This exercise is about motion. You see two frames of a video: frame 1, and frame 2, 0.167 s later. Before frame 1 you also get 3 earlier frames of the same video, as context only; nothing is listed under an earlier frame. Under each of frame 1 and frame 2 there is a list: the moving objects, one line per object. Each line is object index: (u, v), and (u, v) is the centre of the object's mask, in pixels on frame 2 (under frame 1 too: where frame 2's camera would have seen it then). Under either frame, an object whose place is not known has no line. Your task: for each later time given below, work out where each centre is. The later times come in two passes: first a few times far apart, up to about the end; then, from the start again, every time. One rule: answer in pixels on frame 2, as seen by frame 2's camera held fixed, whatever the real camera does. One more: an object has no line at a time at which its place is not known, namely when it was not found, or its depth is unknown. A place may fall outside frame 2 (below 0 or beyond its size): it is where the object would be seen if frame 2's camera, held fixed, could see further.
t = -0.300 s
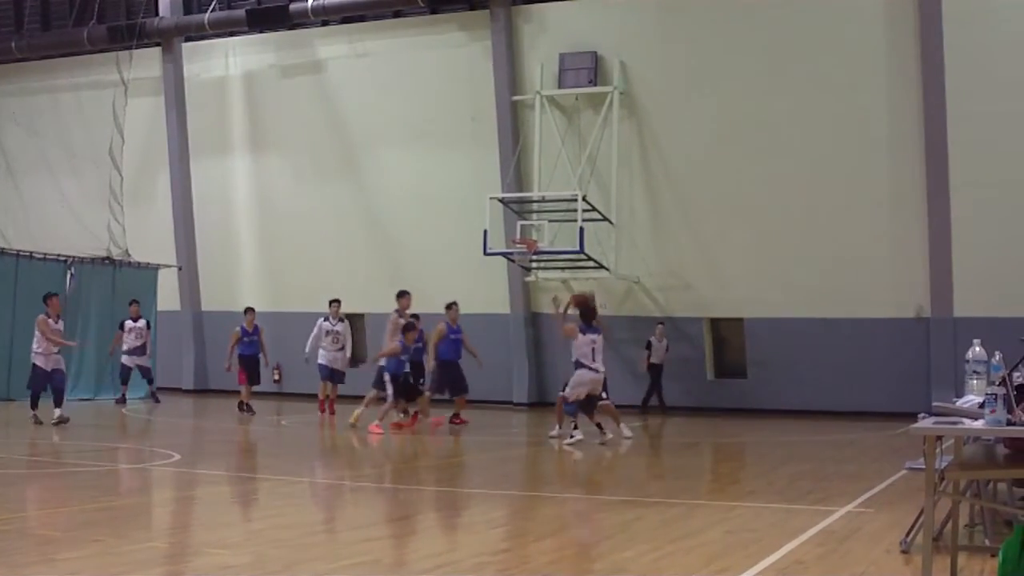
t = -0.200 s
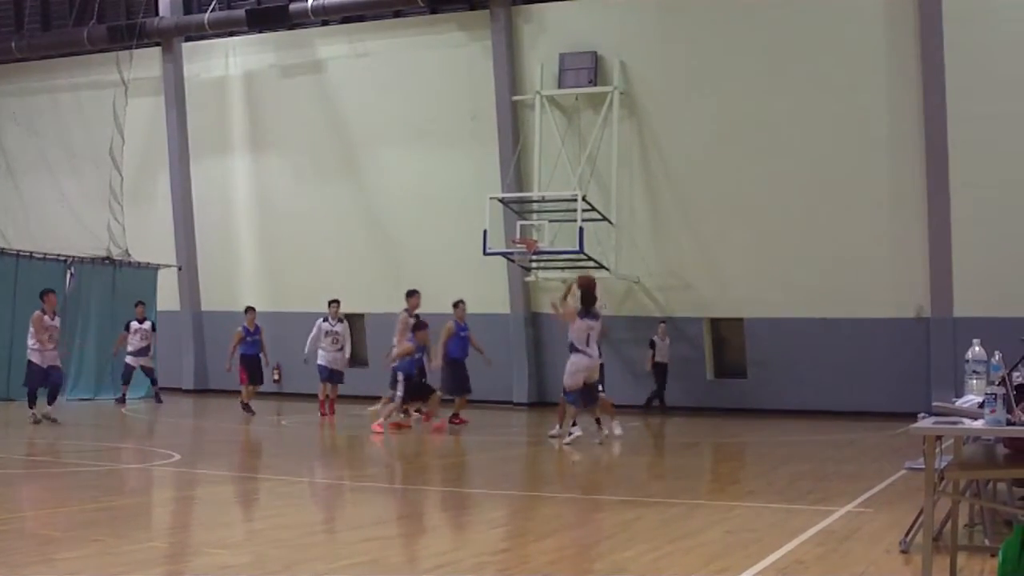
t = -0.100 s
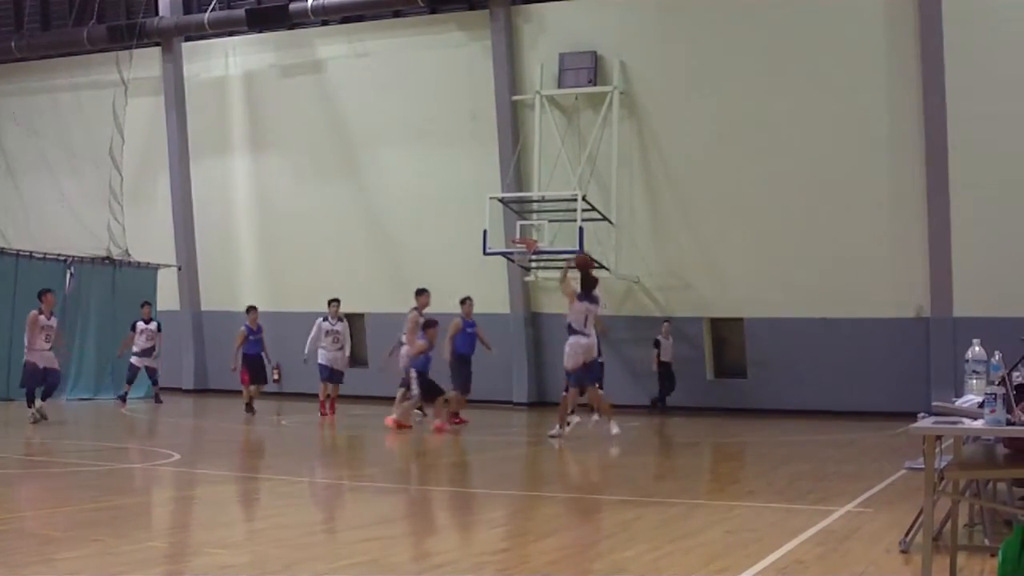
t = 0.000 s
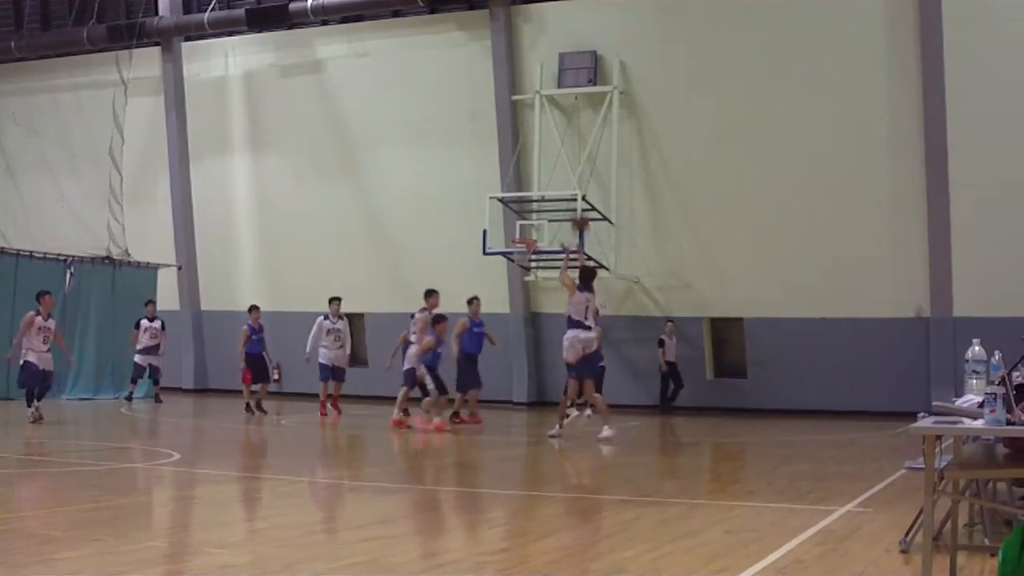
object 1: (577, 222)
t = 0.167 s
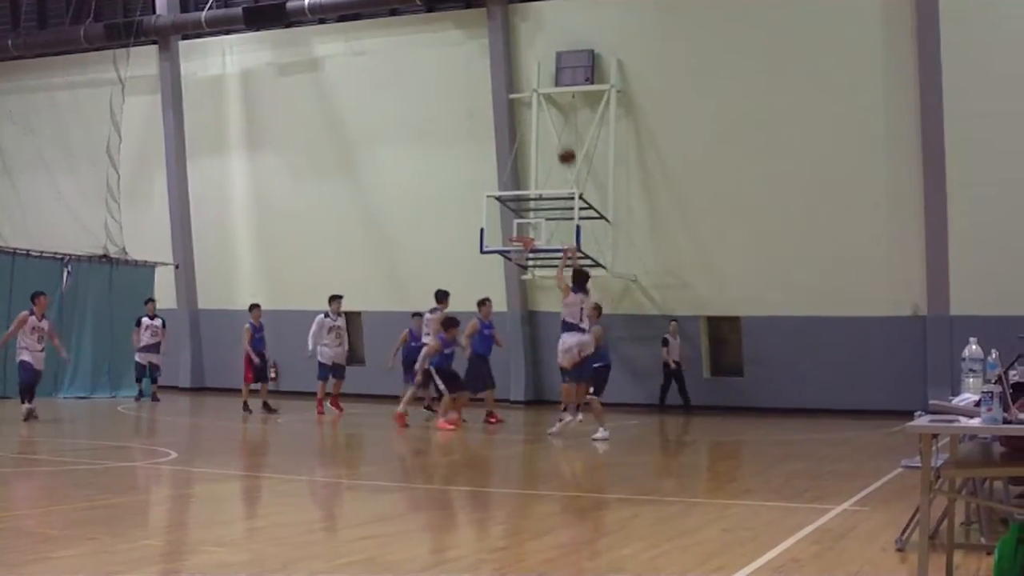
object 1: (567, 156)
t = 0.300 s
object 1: (559, 124)
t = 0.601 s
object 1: (542, 99)
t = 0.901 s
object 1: (528, 132)
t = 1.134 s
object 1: (517, 188)
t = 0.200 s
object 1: (565, 146)
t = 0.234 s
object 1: (562, 137)
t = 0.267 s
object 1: (561, 130)
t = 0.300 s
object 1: (559, 124)
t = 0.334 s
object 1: (557, 116)
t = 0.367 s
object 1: (555, 112)
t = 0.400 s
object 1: (553, 108)
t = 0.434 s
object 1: (552, 105)
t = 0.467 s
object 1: (549, 102)
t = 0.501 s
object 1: (547, 101)
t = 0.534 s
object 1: (545, 100)
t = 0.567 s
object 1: (544, 99)
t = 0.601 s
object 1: (542, 99)
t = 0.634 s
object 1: (540, 100)
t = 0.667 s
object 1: (539, 101)
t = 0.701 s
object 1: (537, 104)
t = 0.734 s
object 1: (535, 107)
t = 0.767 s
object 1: (533, 111)
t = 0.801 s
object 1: (532, 115)
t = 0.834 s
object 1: (531, 120)
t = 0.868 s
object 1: (529, 125)
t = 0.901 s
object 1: (528, 132)
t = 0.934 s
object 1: (526, 138)
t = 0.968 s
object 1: (525, 146)
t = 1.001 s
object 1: (522, 154)
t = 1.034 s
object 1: (520, 162)
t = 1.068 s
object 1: (520, 170)
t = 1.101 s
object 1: (520, 180)
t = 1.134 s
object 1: (517, 188)
